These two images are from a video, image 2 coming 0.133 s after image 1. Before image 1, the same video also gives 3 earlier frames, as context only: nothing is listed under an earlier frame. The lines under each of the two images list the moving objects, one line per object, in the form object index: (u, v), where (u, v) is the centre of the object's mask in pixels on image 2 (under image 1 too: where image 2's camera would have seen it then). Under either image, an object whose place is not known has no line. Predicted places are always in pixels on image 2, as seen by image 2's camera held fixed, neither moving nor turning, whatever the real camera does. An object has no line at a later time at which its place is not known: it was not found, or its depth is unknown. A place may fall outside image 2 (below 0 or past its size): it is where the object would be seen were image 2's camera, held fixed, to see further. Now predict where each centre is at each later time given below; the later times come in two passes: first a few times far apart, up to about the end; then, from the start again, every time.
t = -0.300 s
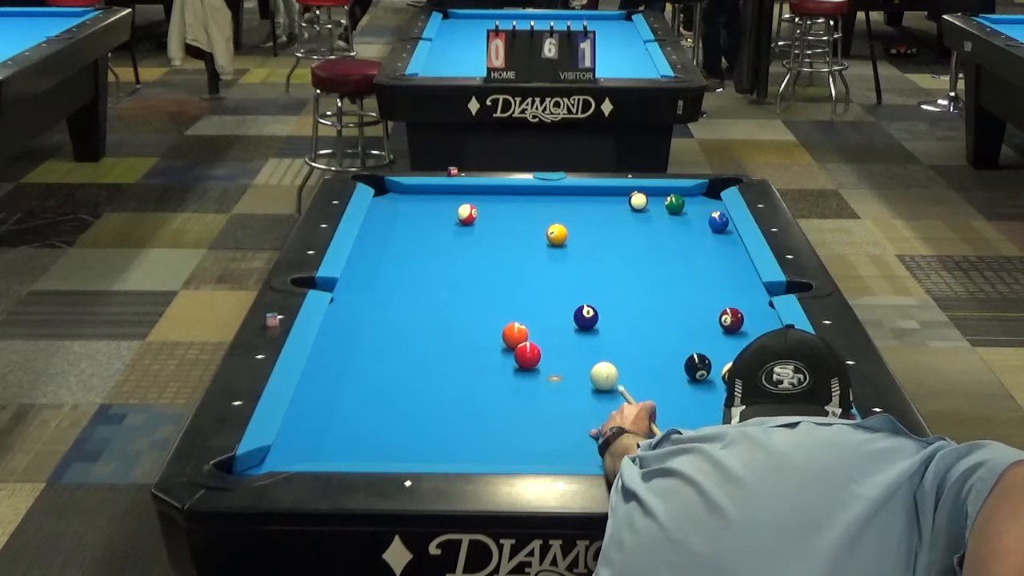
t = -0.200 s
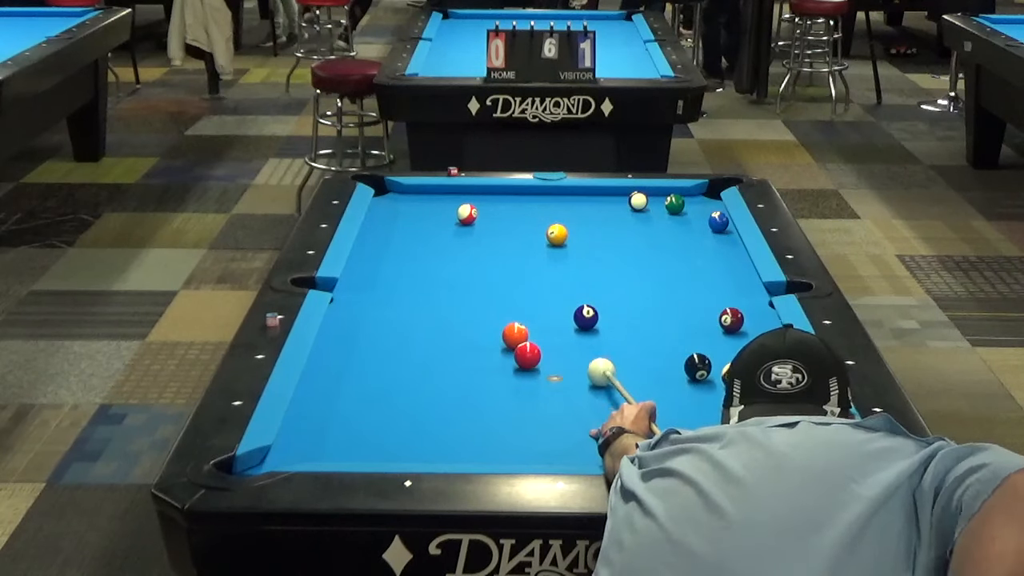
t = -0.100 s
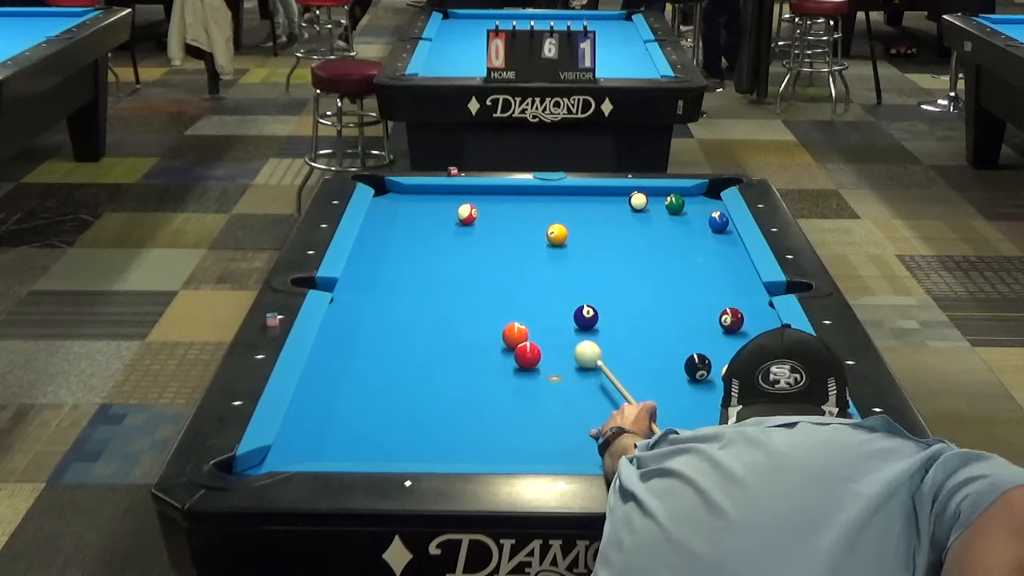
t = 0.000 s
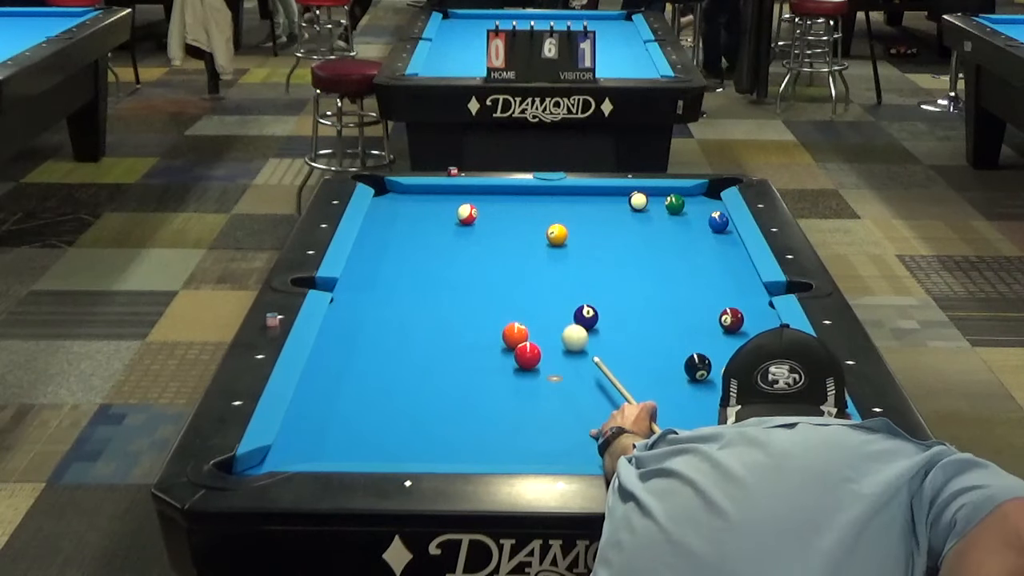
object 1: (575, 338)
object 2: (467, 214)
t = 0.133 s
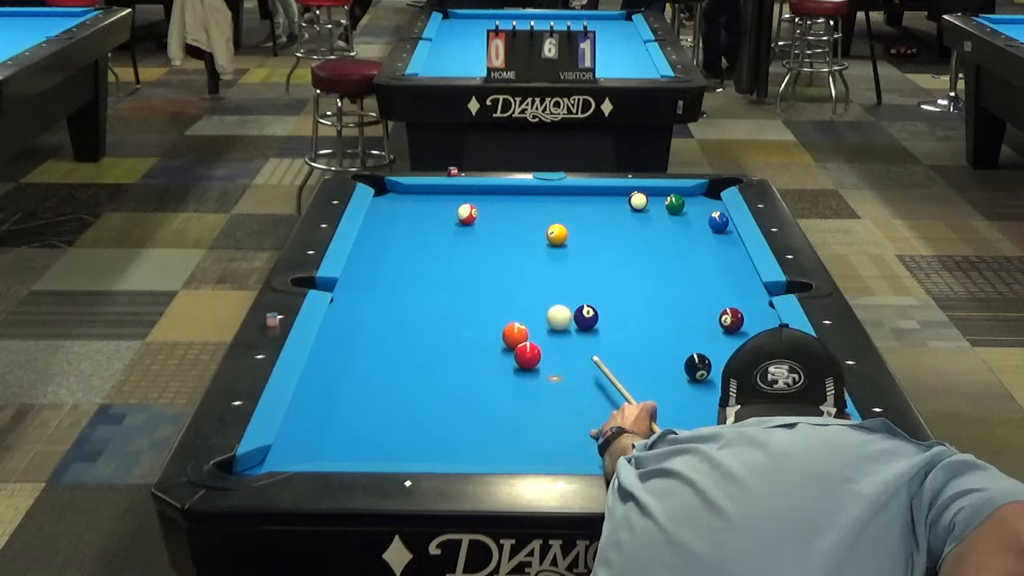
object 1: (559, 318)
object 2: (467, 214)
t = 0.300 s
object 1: (541, 295)
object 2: (467, 214)
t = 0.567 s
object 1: (516, 262)
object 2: (467, 214)
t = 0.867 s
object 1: (492, 231)
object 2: (467, 214)
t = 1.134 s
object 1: (493, 212)
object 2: (450, 209)
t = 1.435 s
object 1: (516, 200)
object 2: (418, 200)
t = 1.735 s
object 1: (536, 189)
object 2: (388, 192)
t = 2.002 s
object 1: (548, 195)
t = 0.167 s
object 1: (555, 313)
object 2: (467, 214)
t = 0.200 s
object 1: (551, 308)
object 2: (467, 214)
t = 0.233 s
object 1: (548, 304)
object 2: (467, 214)
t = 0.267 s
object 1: (544, 299)
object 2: (467, 214)
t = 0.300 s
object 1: (541, 295)
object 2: (467, 214)
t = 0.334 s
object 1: (538, 290)
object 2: (467, 214)
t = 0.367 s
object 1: (534, 286)
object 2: (467, 214)
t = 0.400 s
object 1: (531, 282)
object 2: (467, 214)
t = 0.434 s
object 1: (528, 278)
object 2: (467, 214)
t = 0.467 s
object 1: (525, 274)
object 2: (467, 214)
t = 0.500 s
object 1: (522, 270)
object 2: (467, 214)
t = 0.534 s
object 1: (519, 266)
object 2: (467, 214)
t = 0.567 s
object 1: (516, 262)
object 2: (467, 214)
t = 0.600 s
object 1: (513, 258)
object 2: (467, 214)
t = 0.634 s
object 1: (510, 255)
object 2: (467, 214)
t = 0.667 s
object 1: (508, 251)
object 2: (467, 214)
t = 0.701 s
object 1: (505, 248)
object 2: (467, 214)
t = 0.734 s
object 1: (502, 245)
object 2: (467, 214)
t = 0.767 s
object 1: (500, 241)
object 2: (467, 214)
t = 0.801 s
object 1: (497, 238)
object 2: (467, 214)
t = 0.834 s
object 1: (495, 234)
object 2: (467, 214)
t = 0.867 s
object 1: (492, 231)
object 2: (467, 214)
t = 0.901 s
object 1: (490, 228)
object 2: (467, 214)
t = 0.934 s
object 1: (487, 225)
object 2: (467, 214)
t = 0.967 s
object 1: (485, 222)
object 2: (467, 214)
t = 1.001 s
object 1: (483, 219)
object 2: (466, 214)
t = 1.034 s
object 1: (483, 217)
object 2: (464, 213)
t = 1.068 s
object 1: (487, 216)
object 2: (459, 212)
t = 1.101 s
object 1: (490, 214)
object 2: (454, 210)
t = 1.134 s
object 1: (493, 212)
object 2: (450, 209)
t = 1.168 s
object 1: (495, 212)
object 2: (446, 208)
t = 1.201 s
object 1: (498, 210)
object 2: (443, 208)
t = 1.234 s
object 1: (500, 209)
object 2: (439, 207)
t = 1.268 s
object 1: (503, 207)
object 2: (435, 206)
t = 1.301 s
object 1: (505, 206)
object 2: (432, 205)
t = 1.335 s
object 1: (508, 204)
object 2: (428, 204)
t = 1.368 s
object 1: (510, 203)
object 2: (425, 203)
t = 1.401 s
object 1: (513, 201)
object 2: (421, 202)
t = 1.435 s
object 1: (516, 200)
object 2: (418, 200)
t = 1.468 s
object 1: (518, 199)
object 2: (414, 200)
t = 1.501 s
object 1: (520, 197)
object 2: (411, 199)
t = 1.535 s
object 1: (522, 196)
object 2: (408, 197)
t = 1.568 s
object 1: (525, 195)
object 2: (405, 197)
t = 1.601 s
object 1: (527, 194)
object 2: (401, 196)
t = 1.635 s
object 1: (529, 192)
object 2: (398, 195)
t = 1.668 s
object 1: (531, 191)
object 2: (395, 194)
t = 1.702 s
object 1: (534, 190)
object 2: (392, 193)
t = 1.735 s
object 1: (536, 189)
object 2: (388, 192)
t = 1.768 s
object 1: (537, 190)
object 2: (385, 191)
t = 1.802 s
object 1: (539, 191)
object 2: (382, 191)
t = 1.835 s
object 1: (540, 192)
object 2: (380, 189)
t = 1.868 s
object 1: (542, 192)
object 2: (378, 188)
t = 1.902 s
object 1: (544, 193)
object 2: (376, 187)
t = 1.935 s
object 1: (545, 194)
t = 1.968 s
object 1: (547, 195)
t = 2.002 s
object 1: (548, 195)
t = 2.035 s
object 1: (550, 196)
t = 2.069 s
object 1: (552, 197)
